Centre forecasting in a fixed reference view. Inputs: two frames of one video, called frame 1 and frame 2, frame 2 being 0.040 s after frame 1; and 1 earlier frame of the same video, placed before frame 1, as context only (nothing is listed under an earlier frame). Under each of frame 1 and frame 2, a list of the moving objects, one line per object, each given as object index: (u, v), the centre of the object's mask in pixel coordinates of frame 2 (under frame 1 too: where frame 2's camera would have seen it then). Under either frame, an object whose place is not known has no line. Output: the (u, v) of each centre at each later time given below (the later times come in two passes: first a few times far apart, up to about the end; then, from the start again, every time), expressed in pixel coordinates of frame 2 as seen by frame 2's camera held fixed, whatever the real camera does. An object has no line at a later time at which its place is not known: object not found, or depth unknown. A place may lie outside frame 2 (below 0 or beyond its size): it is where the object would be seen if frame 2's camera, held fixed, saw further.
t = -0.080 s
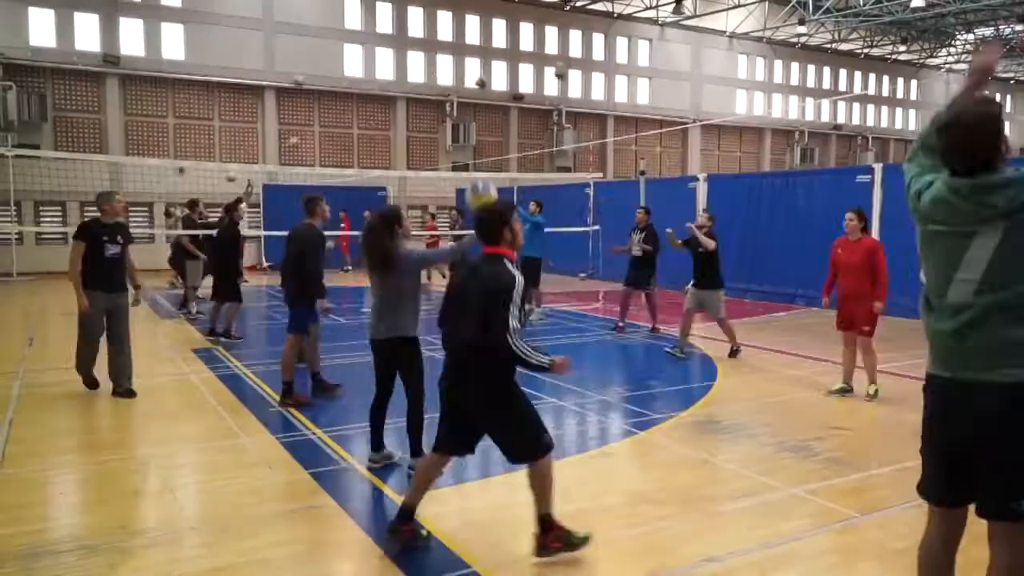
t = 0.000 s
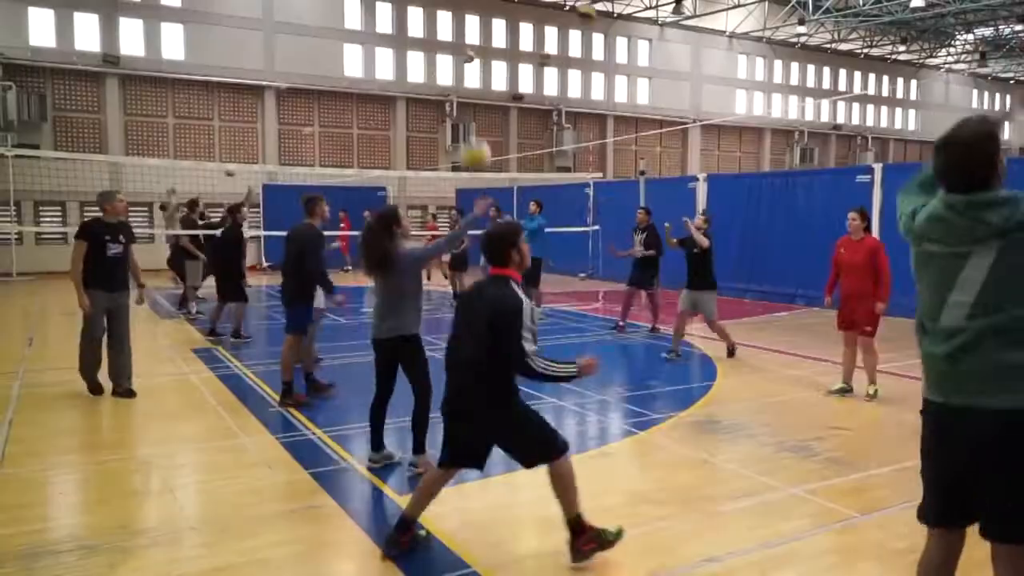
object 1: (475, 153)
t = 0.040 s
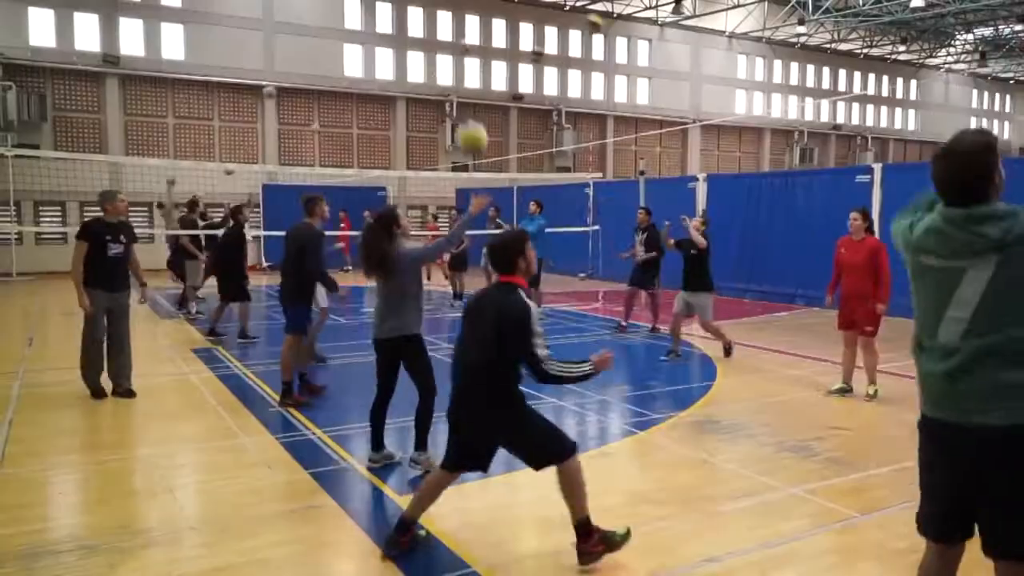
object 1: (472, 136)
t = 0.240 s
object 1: (455, 80)
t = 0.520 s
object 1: (431, 116)
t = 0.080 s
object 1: (468, 120)
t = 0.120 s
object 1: (464, 110)
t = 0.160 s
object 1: (461, 97)
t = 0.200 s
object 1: (457, 96)
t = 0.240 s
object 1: (455, 80)
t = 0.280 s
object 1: (450, 85)
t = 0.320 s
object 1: (447, 84)
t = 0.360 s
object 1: (444, 86)
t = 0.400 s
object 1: (441, 90)
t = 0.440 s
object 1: (438, 98)
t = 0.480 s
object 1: (434, 106)
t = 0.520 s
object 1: (431, 116)
